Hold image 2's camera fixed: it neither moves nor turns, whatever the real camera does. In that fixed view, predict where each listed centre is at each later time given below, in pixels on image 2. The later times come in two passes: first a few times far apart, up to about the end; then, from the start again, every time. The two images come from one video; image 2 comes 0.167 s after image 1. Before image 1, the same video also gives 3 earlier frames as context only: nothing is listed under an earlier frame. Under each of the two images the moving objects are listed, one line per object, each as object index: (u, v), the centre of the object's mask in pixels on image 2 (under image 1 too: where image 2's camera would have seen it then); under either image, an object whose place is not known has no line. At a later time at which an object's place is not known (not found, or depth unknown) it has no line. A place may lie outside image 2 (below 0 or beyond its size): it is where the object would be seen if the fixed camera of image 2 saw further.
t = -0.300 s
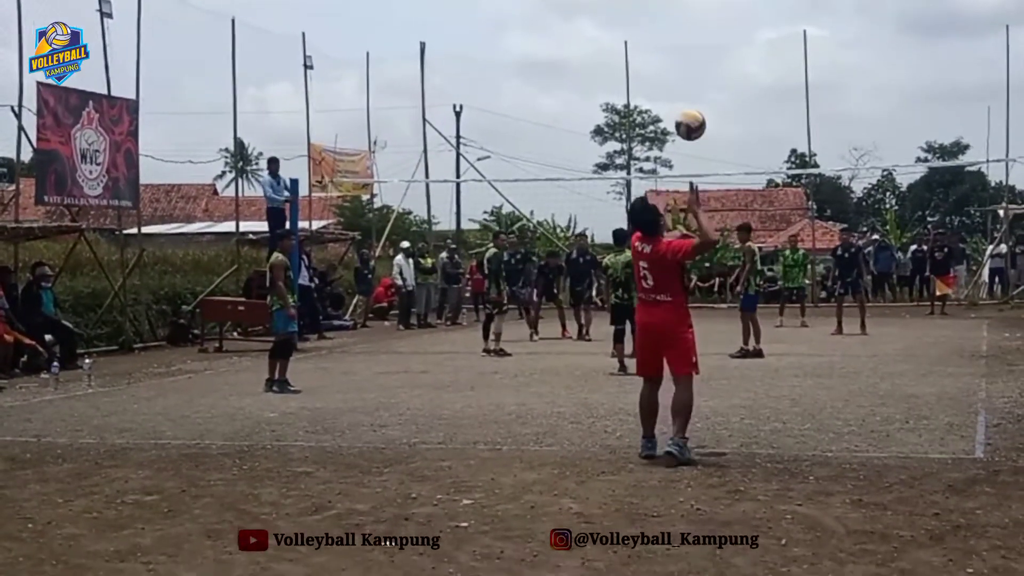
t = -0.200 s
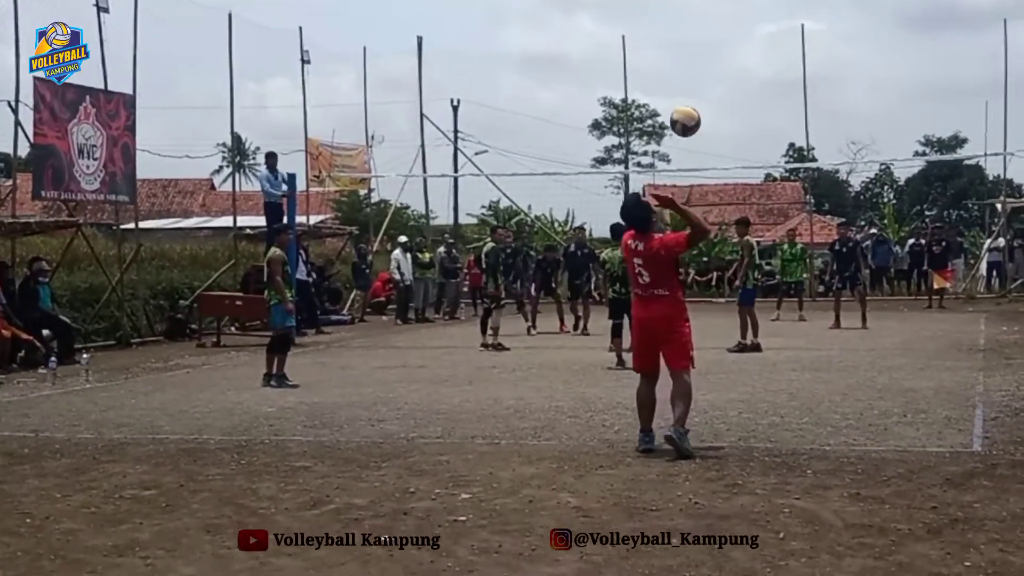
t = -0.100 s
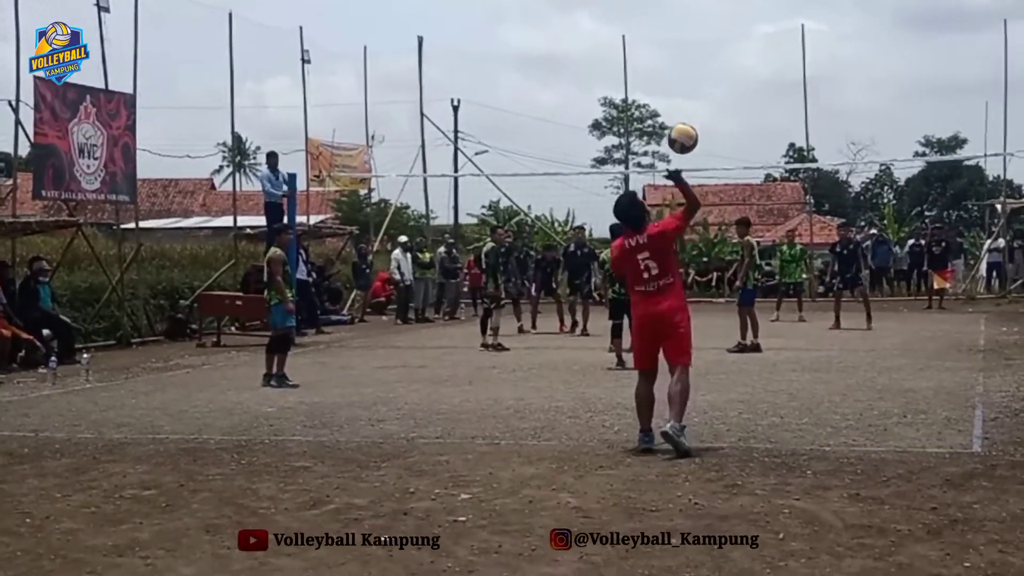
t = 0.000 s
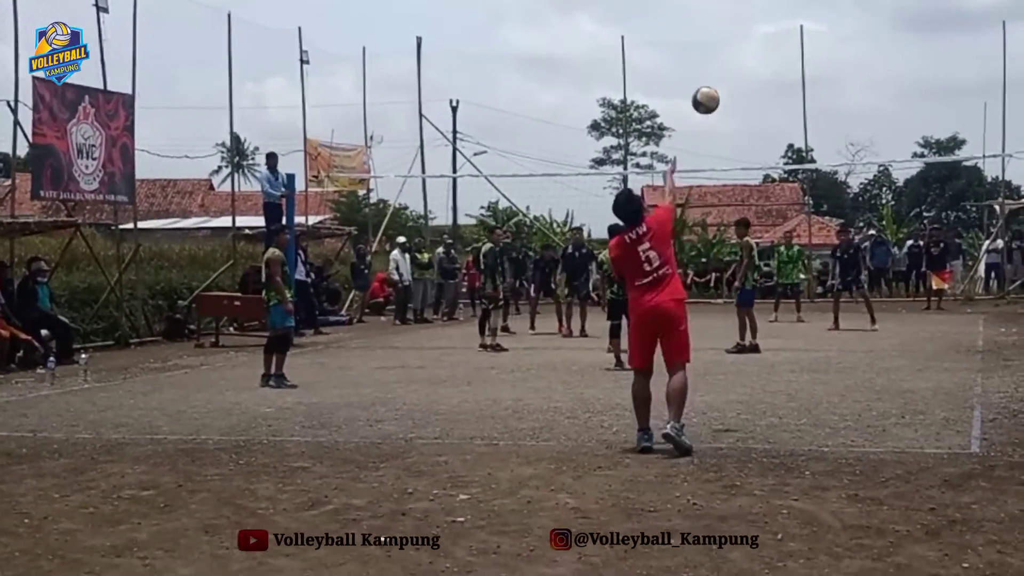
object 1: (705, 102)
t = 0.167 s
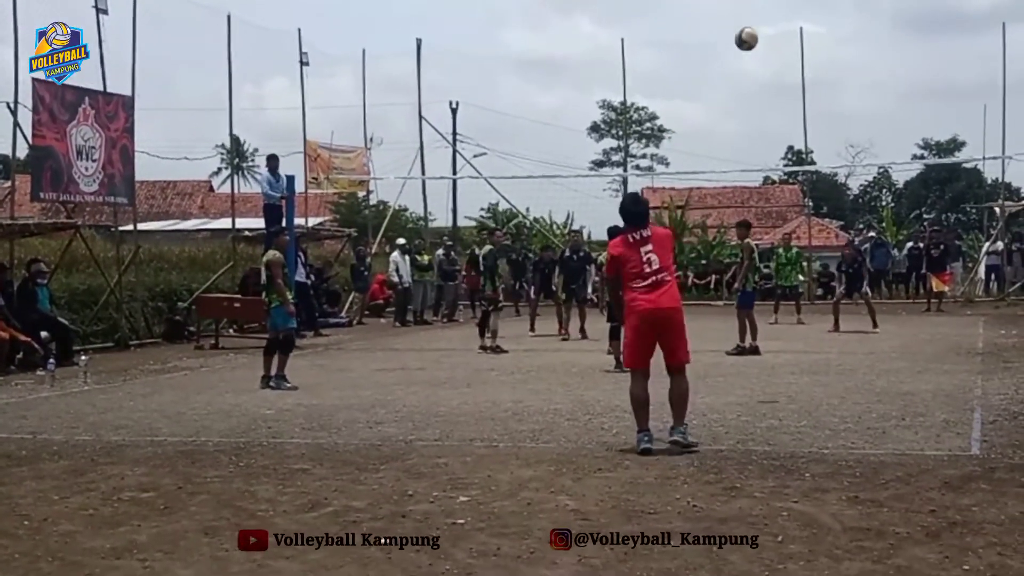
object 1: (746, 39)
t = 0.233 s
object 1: (758, 27)
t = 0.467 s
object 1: (790, 30)
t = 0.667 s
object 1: (812, 67)
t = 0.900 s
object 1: (833, 136)
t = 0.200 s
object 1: (752, 32)
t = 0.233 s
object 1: (758, 27)
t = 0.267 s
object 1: (763, 24)
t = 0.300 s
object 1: (768, 22)
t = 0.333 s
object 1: (773, 22)
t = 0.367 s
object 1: (777, 22)
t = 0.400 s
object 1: (781, 24)
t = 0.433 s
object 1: (786, 26)
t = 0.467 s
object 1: (790, 30)
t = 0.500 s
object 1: (794, 34)
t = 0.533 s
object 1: (798, 40)
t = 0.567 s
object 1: (802, 45)
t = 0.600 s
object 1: (805, 52)
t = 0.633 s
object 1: (809, 60)
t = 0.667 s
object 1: (812, 67)
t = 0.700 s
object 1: (816, 76)
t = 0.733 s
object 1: (819, 85)
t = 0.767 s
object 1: (822, 94)
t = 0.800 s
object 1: (825, 104)
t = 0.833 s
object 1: (827, 114)
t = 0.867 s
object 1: (830, 125)
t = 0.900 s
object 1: (833, 136)
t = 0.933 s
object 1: (835, 148)
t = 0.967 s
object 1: (837, 159)
